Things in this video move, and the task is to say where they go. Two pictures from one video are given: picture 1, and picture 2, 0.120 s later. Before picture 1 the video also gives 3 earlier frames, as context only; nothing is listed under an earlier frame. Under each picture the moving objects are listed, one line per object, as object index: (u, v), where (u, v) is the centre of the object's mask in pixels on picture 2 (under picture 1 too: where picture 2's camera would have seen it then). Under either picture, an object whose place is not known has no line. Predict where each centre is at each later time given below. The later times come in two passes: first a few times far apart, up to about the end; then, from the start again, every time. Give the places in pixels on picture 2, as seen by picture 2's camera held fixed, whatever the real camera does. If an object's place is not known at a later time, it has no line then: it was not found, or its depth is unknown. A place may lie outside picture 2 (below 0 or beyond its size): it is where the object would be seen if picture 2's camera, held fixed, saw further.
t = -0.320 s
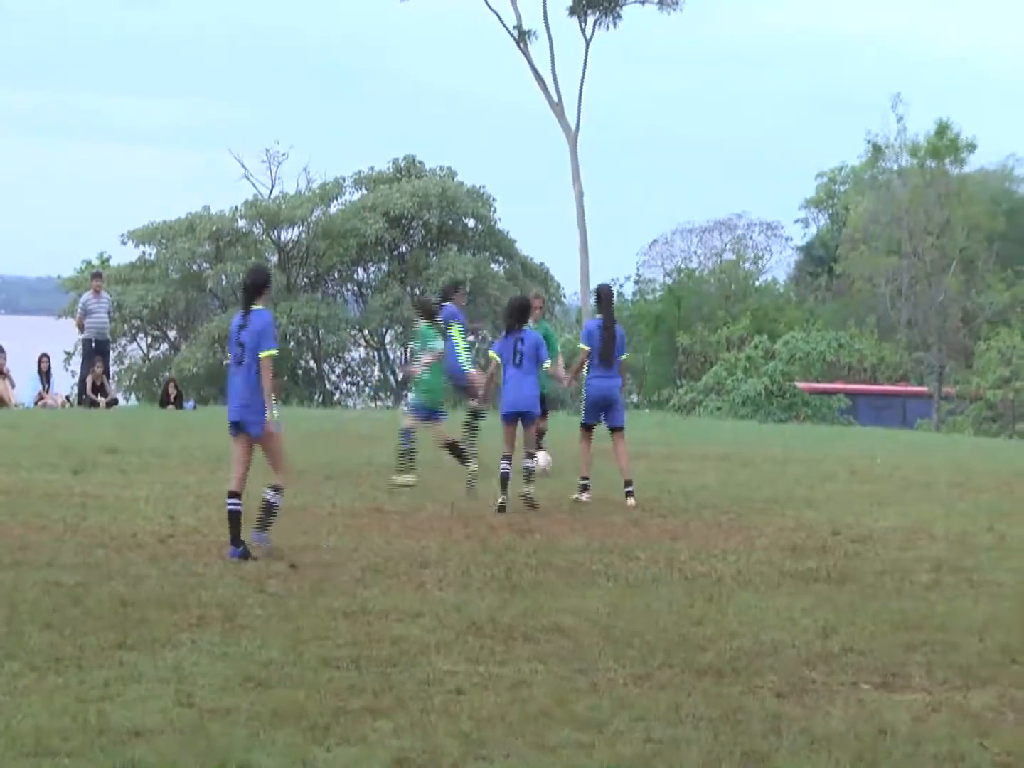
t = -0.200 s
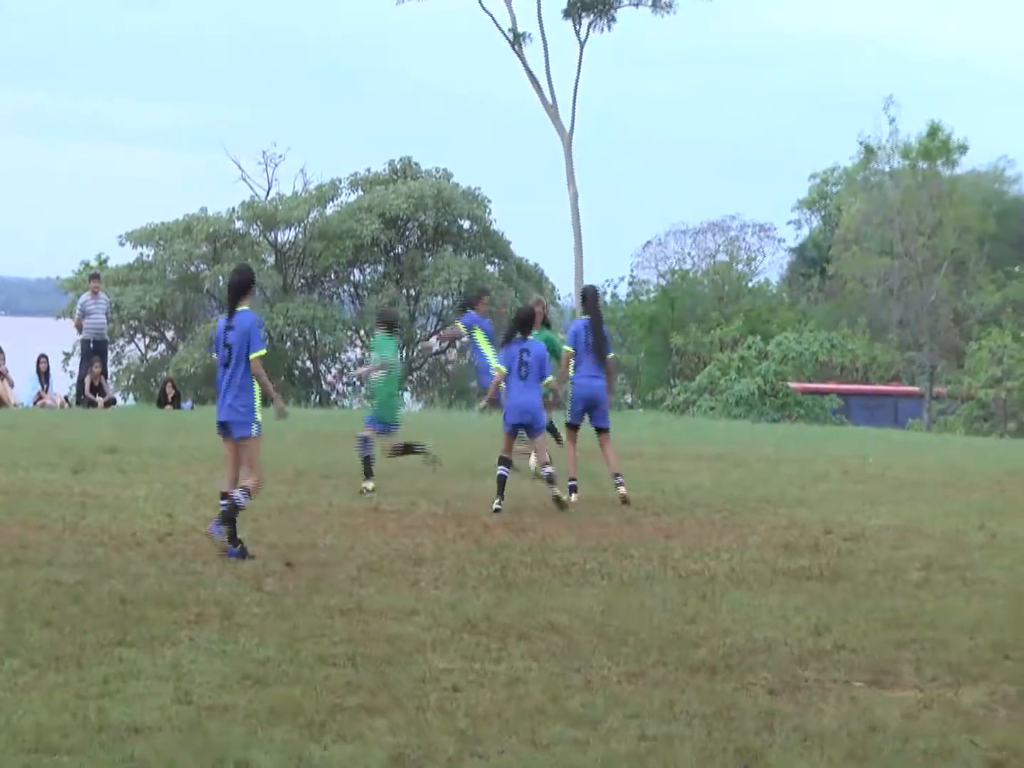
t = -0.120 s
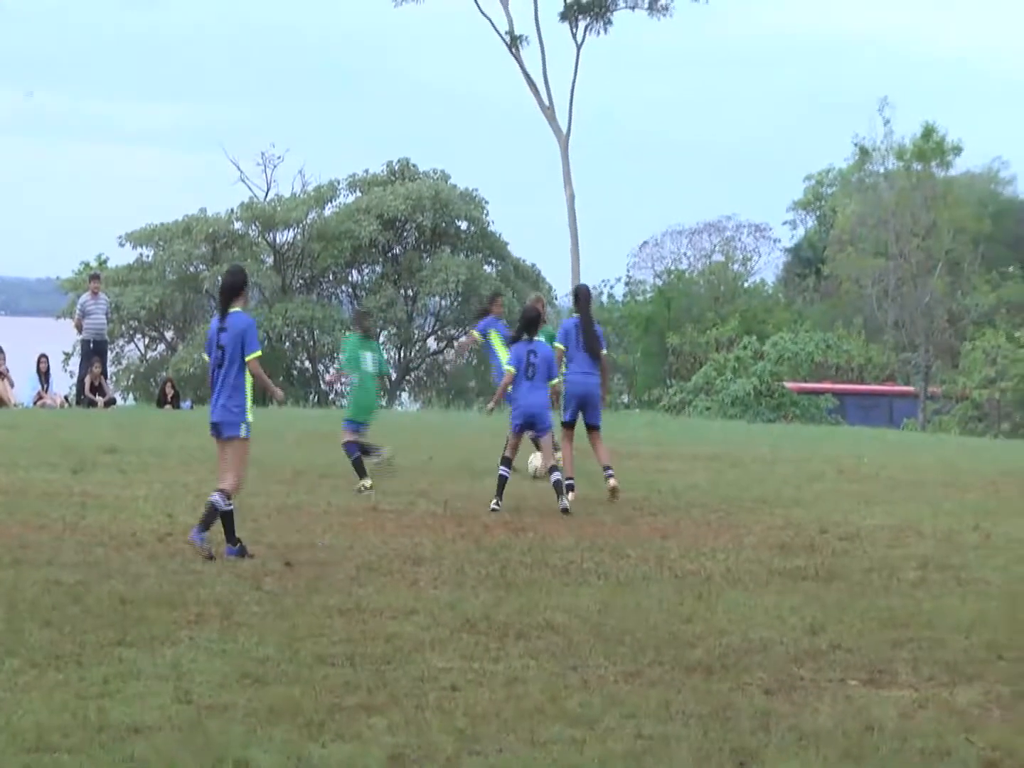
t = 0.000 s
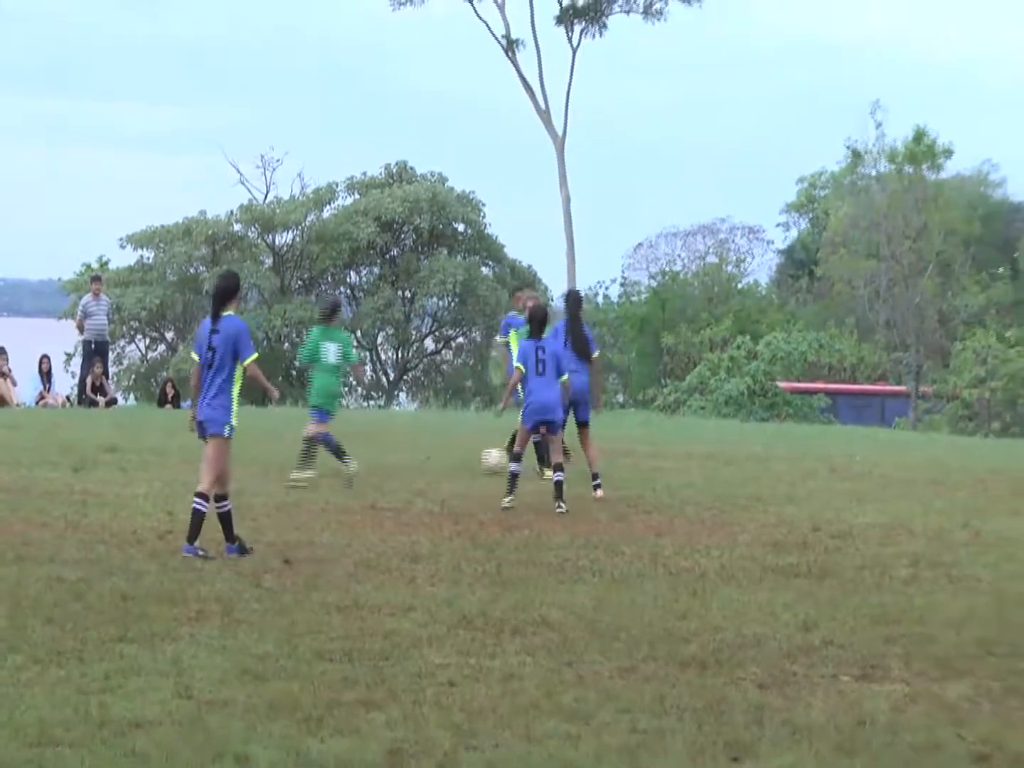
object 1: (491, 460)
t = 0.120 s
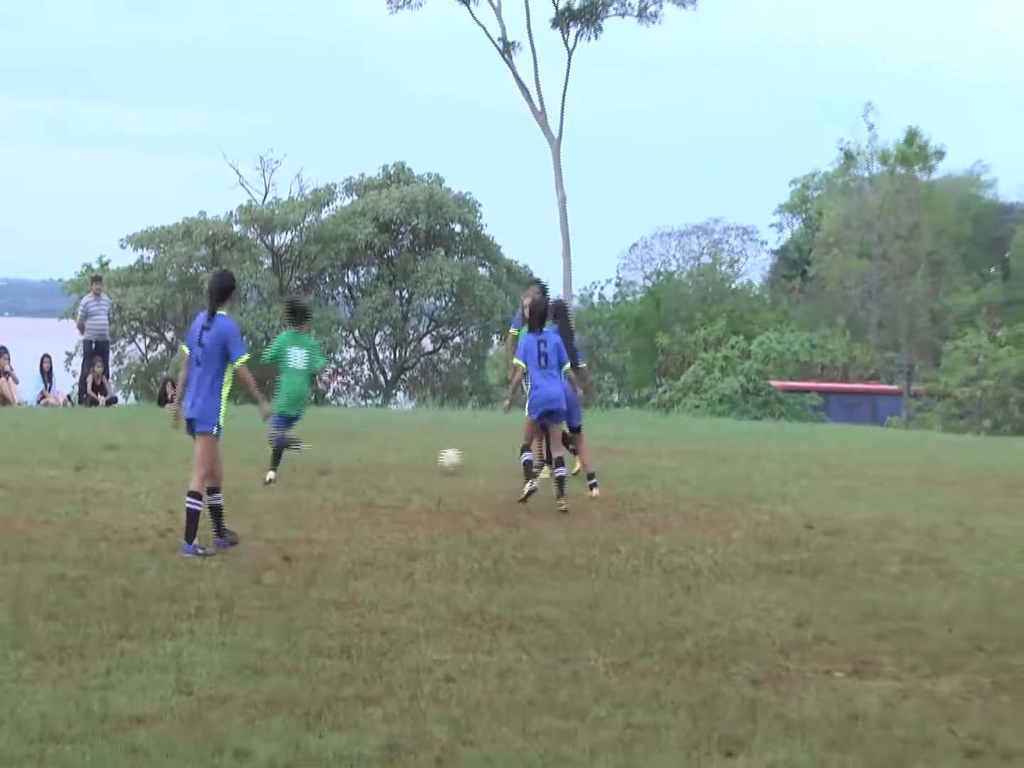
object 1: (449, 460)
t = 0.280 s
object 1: (411, 460)
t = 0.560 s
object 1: (342, 462)
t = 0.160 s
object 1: (440, 461)
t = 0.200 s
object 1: (431, 461)
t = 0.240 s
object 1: (420, 460)
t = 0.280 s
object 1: (411, 460)
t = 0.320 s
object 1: (400, 460)
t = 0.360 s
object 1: (390, 460)
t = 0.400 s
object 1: (381, 461)
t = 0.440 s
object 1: (372, 461)
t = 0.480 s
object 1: (362, 461)
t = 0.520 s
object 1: (352, 461)
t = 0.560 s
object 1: (342, 462)
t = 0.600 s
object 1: (333, 463)
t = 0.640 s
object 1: (323, 462)
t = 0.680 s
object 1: (312, 462)
